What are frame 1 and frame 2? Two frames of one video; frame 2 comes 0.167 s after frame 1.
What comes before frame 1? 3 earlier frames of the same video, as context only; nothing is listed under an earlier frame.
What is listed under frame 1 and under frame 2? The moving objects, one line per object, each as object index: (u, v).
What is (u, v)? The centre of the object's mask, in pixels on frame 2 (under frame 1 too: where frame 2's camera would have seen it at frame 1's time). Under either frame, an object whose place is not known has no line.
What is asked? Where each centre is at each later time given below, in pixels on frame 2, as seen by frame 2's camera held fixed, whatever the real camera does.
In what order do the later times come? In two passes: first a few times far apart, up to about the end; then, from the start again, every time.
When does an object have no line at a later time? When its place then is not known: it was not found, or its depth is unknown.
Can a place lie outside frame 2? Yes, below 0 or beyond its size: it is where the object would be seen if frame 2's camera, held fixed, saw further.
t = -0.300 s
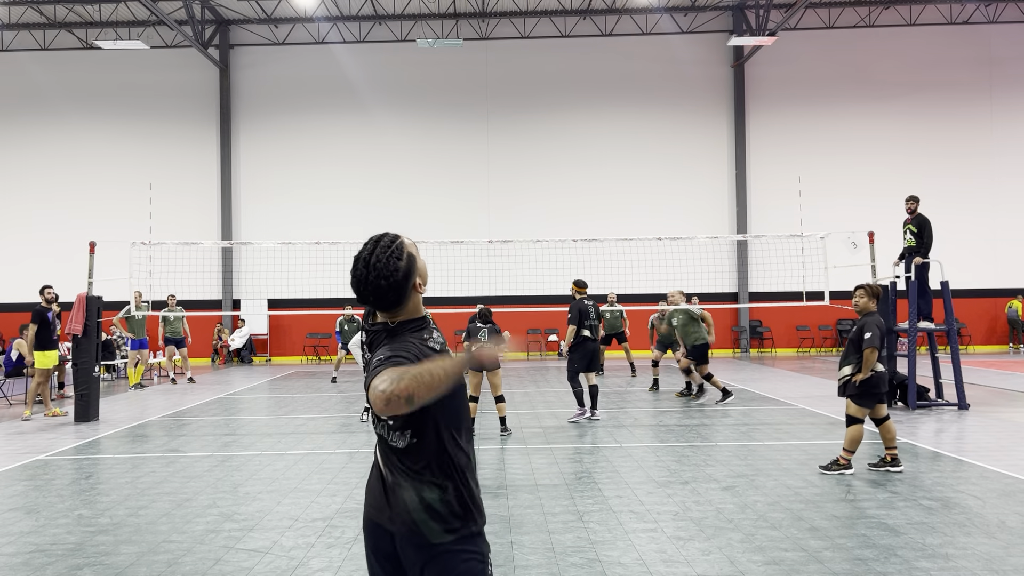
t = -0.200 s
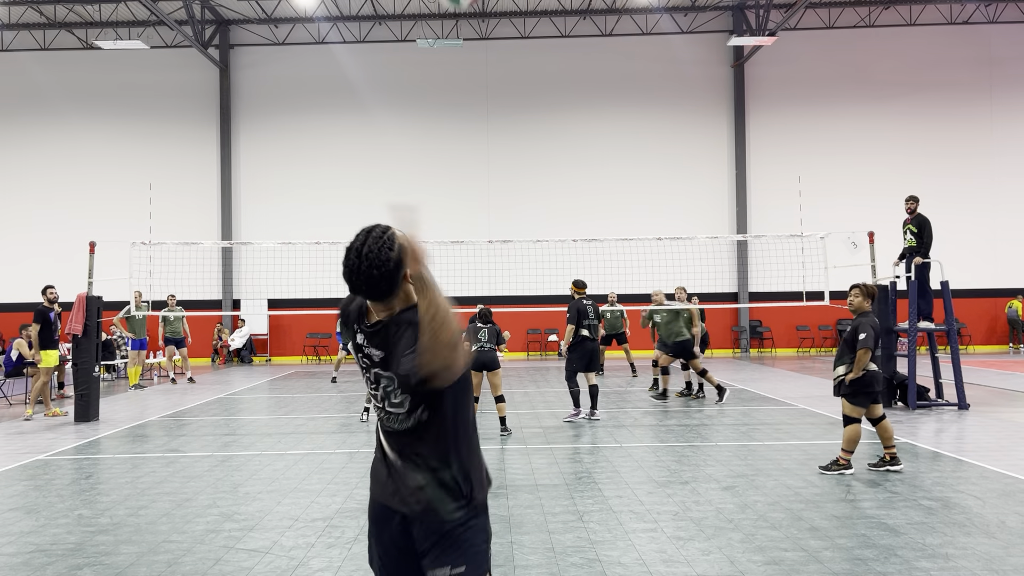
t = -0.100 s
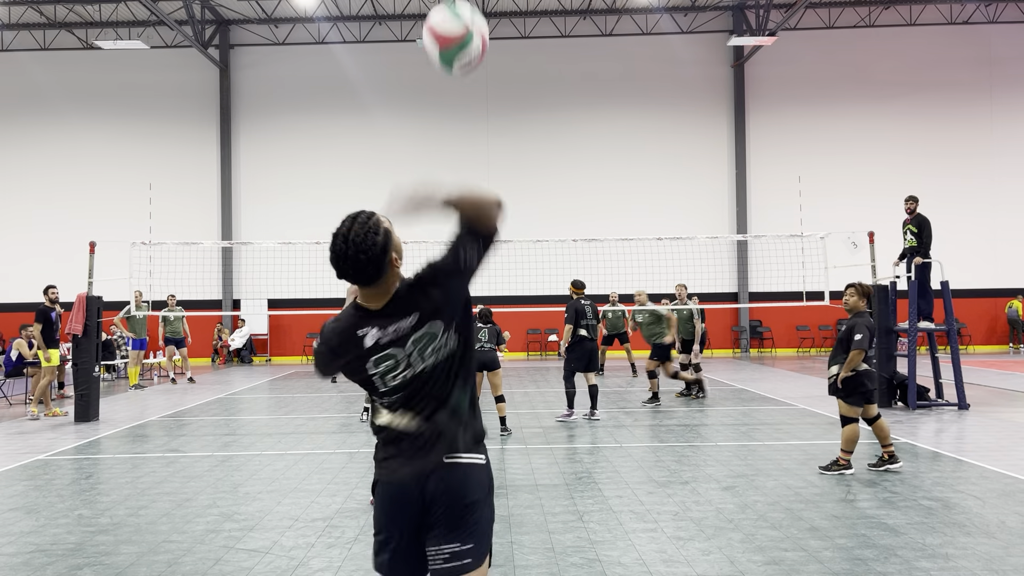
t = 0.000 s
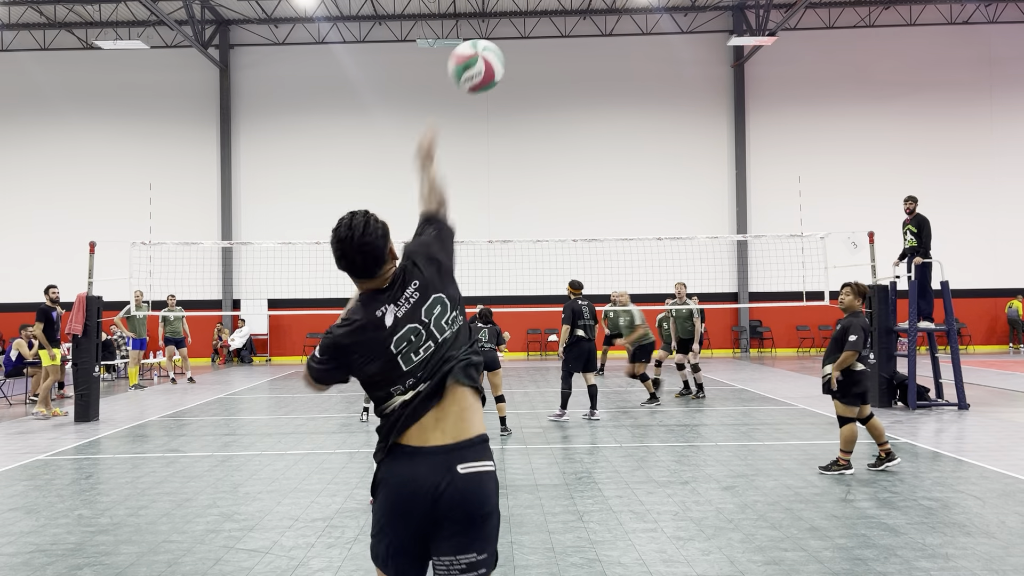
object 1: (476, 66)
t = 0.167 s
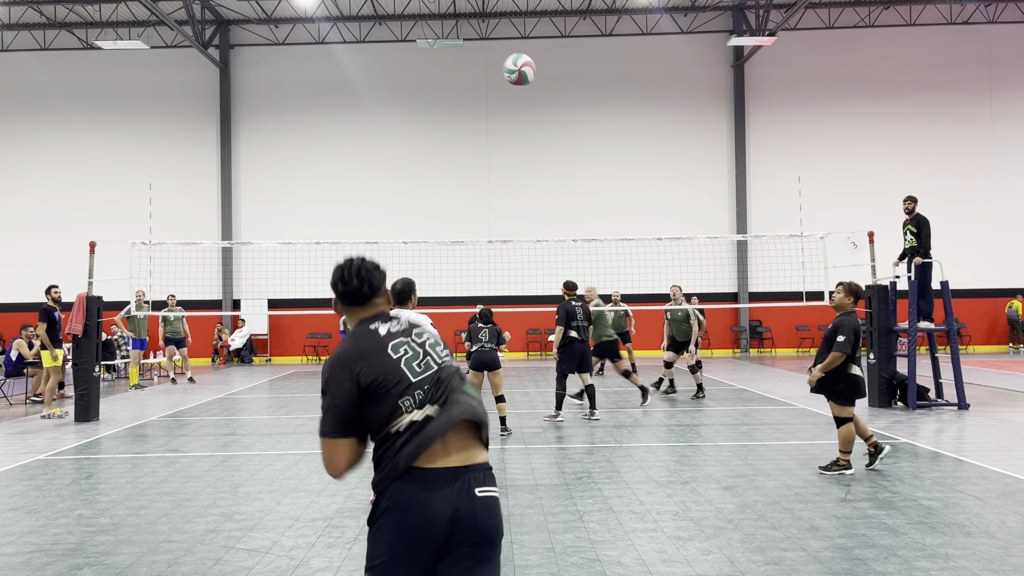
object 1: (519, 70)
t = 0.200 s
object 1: (525, 75)
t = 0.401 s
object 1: (549, 121)
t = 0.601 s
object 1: (561, 176)
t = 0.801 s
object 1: (567, 233)
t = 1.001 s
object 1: (570, 296)
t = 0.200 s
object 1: (525, 75)
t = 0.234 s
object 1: (530, 81)
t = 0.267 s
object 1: (535, 88)
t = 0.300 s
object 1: (539, 96)
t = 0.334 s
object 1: (542, 104)
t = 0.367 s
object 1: (546, 112)
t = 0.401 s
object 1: (549, 121)
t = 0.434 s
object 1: (552, 129)
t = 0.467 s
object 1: (554, 138)
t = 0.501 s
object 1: (557, 147)
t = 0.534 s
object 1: (559, 157)
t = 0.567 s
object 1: (560, 166)
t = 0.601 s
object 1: (561, 176)
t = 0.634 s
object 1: (563, 186)
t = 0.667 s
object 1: (564, 196)
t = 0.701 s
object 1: (565, 205)
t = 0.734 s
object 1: (565, 215)
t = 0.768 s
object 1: (566, 225)
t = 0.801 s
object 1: (567, 233)
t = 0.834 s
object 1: (567, 246)
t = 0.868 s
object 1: (568, 254)
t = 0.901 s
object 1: (568, 265)
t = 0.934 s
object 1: (568, 274)
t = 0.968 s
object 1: (569, 285)
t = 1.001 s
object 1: (570, 296)
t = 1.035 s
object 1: (571, 303)
